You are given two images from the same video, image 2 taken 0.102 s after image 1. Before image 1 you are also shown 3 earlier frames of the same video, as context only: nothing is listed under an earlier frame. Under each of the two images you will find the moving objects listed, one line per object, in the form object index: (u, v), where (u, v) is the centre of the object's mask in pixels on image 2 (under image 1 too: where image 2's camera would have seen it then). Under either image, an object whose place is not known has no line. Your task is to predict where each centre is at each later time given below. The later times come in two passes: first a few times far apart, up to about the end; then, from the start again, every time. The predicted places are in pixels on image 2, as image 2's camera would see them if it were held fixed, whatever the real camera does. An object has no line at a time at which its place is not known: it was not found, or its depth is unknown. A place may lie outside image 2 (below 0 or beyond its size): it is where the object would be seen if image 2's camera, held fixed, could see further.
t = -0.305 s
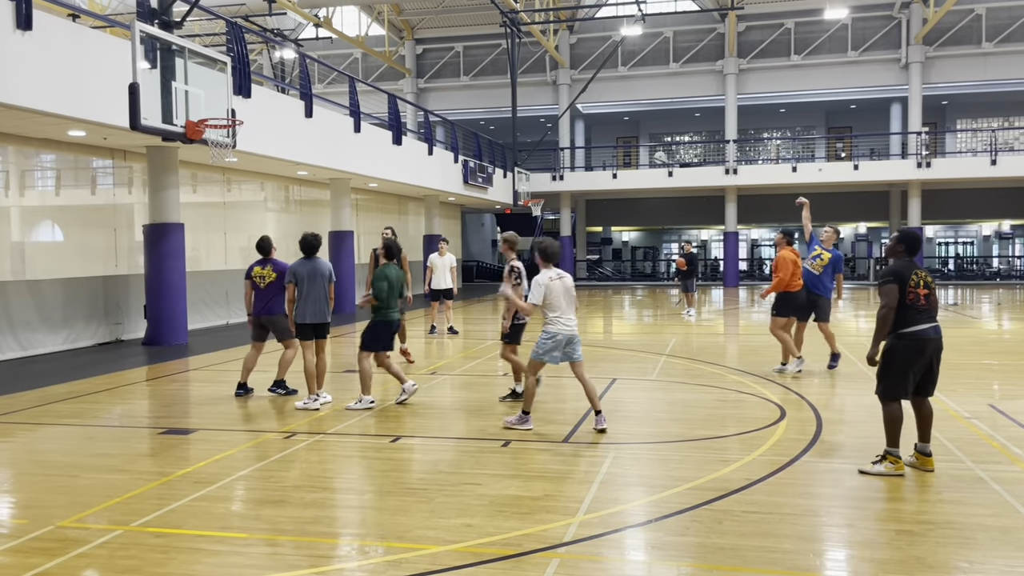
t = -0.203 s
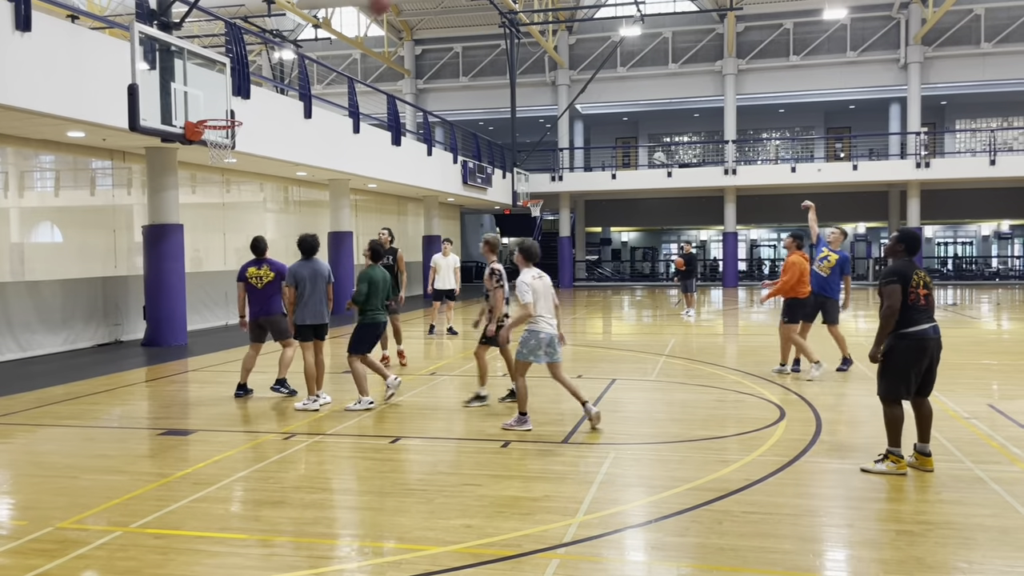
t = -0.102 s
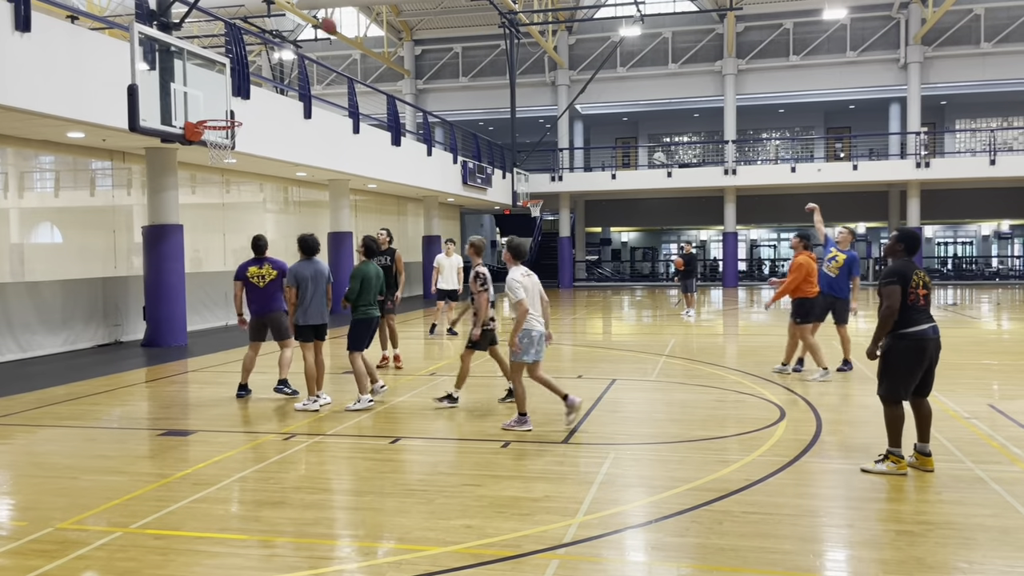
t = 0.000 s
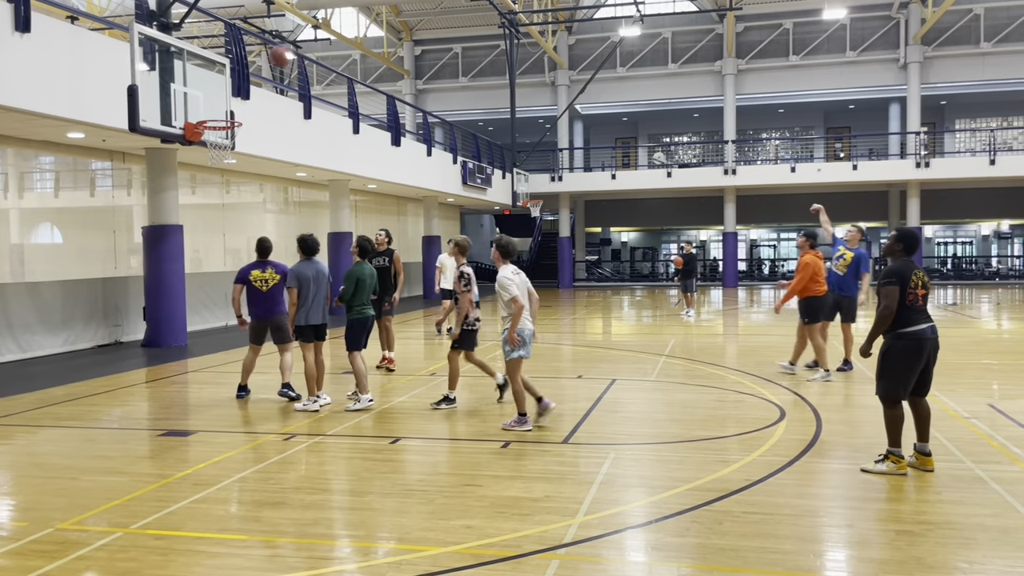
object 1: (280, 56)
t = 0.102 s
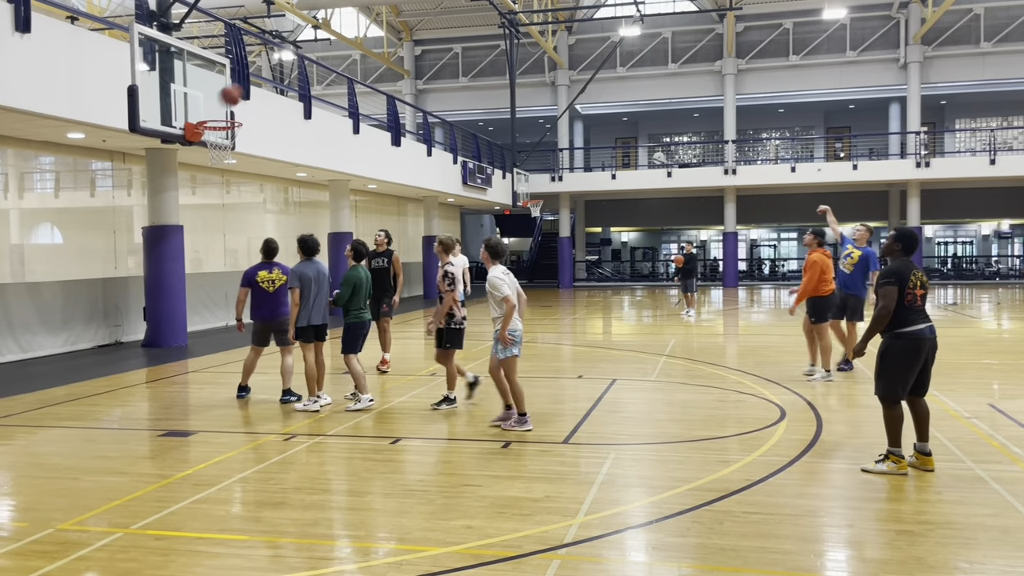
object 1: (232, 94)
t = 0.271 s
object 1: (264, 97)
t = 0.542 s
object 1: (401, 87)
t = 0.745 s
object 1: (501, 119)
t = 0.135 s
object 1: (214, 110)
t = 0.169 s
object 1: (211, 114)
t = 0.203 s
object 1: (229, 109)
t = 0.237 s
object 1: (246, 102)
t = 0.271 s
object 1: (264, 97)
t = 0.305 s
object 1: (282, 92)
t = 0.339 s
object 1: (299, 88)
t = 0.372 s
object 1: (315, 86)
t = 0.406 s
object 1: (333, 85)
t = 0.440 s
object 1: (351, 85)
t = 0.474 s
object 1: (369, 84)
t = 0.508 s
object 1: (384, 84)
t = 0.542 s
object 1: (401, 87)
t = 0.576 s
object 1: (418, 90)
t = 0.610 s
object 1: (435, 94)
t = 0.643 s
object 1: (450, 99)
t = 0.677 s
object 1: (468, 105)
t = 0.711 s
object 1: (484, 111)
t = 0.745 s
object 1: (501, 119)
